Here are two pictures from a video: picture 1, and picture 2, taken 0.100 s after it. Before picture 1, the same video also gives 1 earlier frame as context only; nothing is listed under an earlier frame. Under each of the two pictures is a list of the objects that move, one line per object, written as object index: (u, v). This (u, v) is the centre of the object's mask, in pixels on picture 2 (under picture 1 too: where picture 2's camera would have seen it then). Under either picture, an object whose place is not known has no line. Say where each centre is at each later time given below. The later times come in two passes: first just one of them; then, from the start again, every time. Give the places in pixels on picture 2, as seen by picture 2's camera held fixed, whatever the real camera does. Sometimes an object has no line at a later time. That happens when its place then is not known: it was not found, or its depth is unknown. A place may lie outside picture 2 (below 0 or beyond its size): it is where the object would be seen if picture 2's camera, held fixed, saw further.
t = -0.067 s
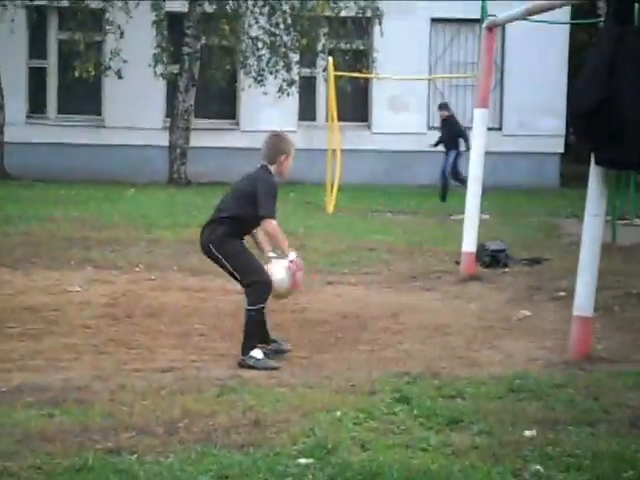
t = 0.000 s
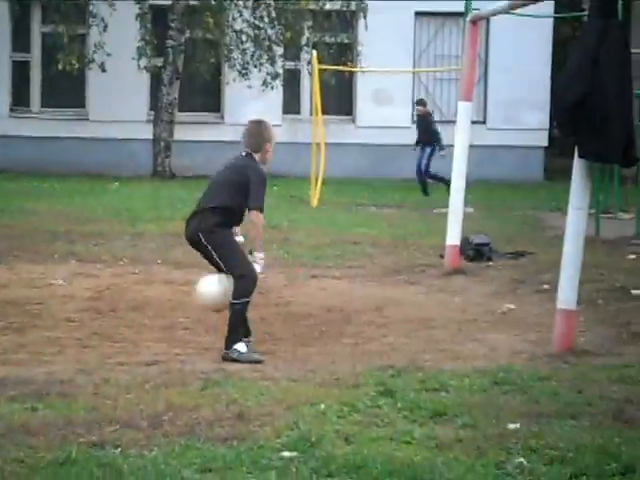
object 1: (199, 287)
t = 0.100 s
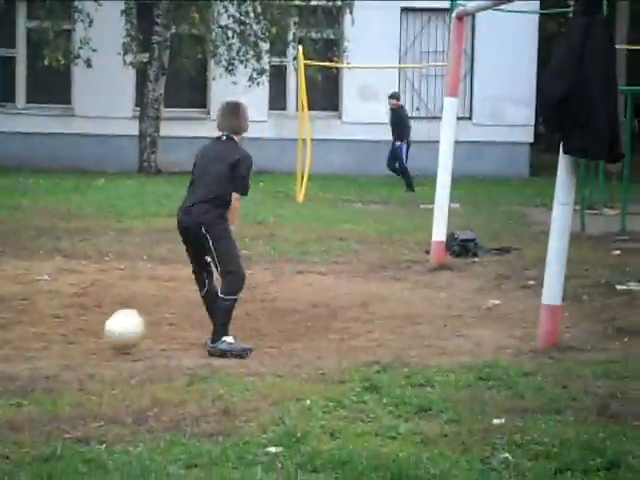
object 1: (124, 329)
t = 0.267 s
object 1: (38, 301)
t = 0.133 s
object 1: (104, 331)
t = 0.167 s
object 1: (88, 321)
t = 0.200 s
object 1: (71, 312)
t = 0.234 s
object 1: (55, 306)
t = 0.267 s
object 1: (38, 301)
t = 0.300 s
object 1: (21, 298)
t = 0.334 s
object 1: (4, 298)
